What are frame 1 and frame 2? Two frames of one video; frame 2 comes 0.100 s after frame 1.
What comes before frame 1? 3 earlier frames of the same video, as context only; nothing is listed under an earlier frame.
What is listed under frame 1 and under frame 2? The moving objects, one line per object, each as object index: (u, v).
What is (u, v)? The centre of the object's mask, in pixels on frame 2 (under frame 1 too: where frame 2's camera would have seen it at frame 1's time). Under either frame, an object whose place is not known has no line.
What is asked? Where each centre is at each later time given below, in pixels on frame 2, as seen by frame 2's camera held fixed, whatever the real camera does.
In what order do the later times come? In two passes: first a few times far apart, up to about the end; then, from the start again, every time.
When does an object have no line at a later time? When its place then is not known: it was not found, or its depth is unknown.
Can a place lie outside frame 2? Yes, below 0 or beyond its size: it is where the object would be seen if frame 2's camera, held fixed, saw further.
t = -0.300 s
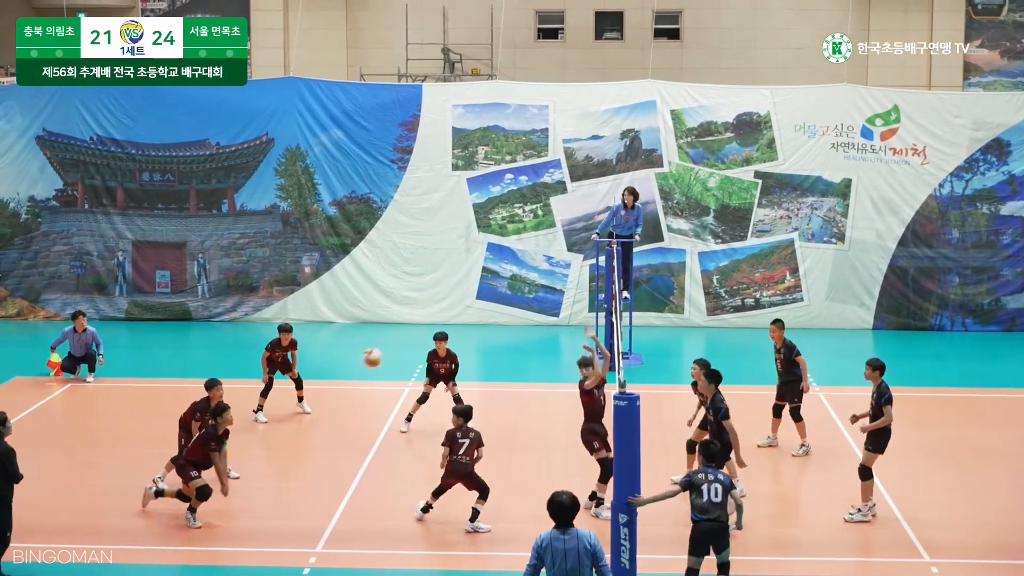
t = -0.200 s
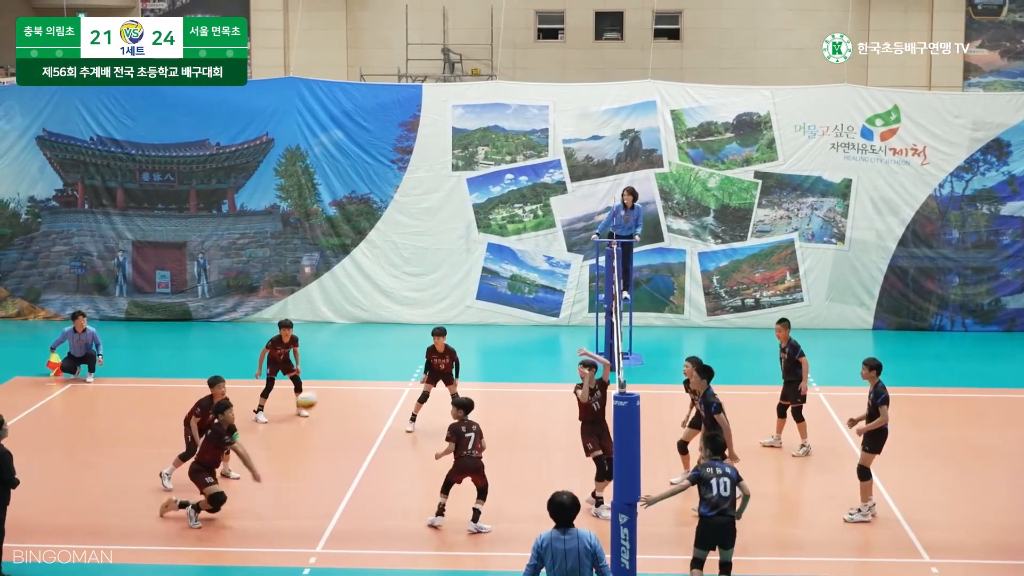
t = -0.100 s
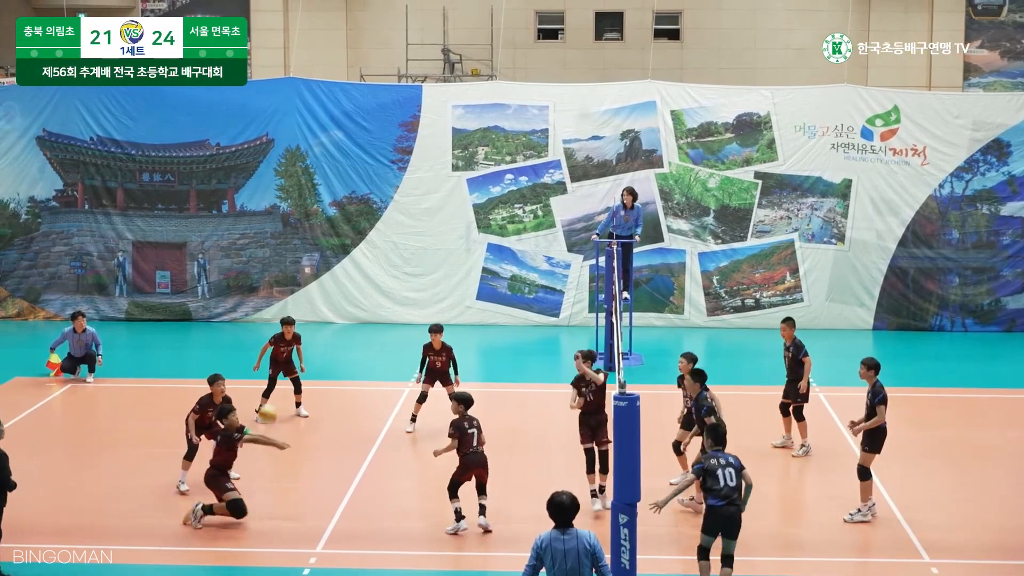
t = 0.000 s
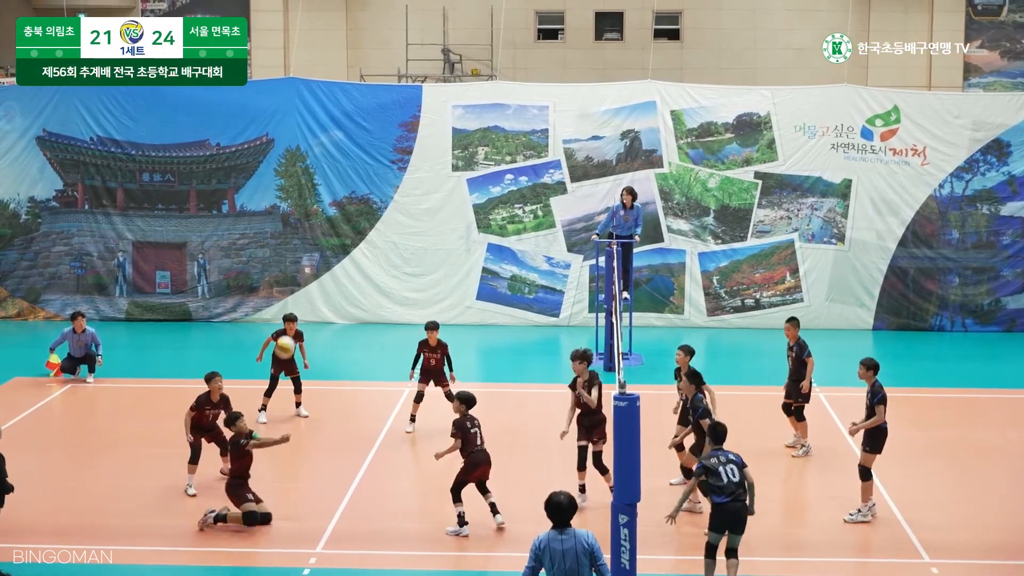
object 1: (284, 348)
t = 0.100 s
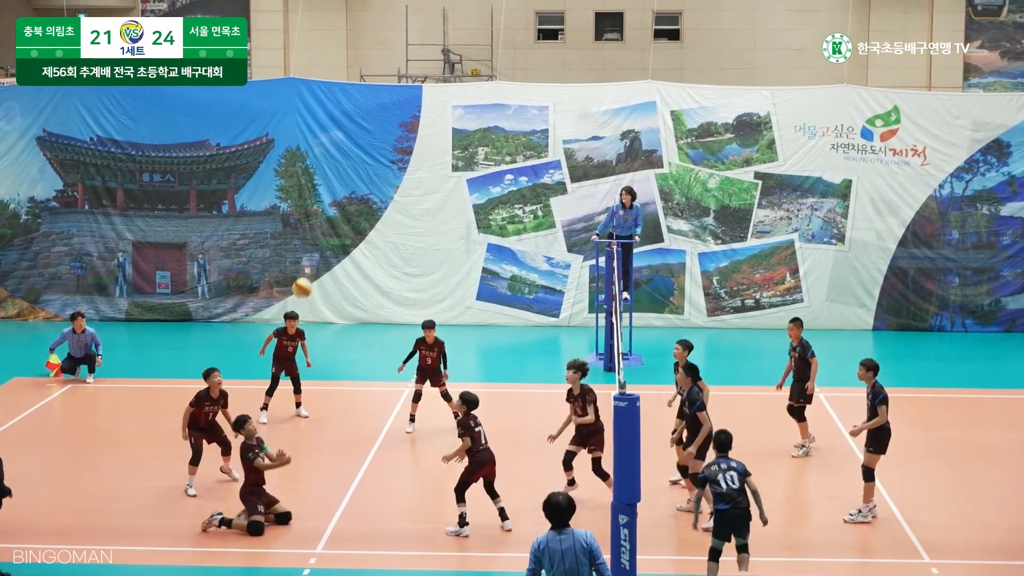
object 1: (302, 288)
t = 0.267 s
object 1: (330, 213)
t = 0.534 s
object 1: (374, 147)
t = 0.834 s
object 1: (421, 153)
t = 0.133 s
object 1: (307, 271)
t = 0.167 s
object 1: (313, 255)
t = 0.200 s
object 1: (319, 240)
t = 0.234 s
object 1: (324, 226)
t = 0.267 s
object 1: (330, 213)
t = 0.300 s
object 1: (336, 201)
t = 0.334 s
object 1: (341, 189)
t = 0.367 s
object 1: (347, 180)
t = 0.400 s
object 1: (352, 171)
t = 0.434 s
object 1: (357, 163)
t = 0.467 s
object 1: (363, 157)
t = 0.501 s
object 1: (368, 151)
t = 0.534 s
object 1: (374, 147)
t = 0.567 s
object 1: (379, 143)
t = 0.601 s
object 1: (384, 141)
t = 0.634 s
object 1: (390, 140)
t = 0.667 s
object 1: (395, 139)
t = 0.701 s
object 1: (400, 140)
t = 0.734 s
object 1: (405, 142)
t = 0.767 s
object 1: (410, 145)
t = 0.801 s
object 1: (416, 149)
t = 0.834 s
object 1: (421, 153)
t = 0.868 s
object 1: (426, 160)
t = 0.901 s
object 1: (431, 167)
